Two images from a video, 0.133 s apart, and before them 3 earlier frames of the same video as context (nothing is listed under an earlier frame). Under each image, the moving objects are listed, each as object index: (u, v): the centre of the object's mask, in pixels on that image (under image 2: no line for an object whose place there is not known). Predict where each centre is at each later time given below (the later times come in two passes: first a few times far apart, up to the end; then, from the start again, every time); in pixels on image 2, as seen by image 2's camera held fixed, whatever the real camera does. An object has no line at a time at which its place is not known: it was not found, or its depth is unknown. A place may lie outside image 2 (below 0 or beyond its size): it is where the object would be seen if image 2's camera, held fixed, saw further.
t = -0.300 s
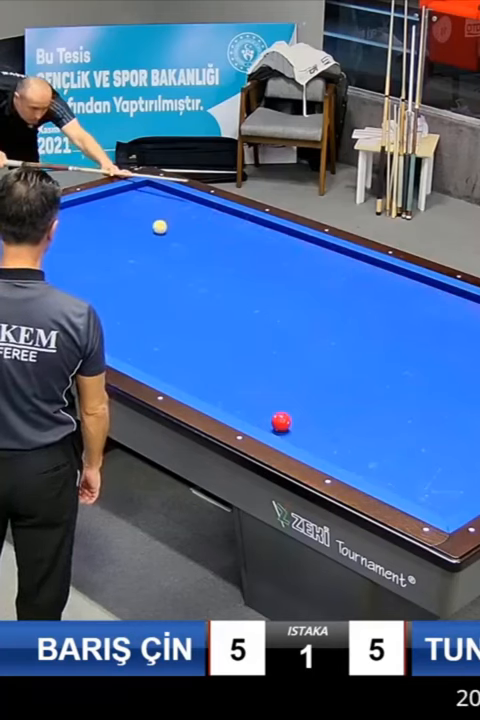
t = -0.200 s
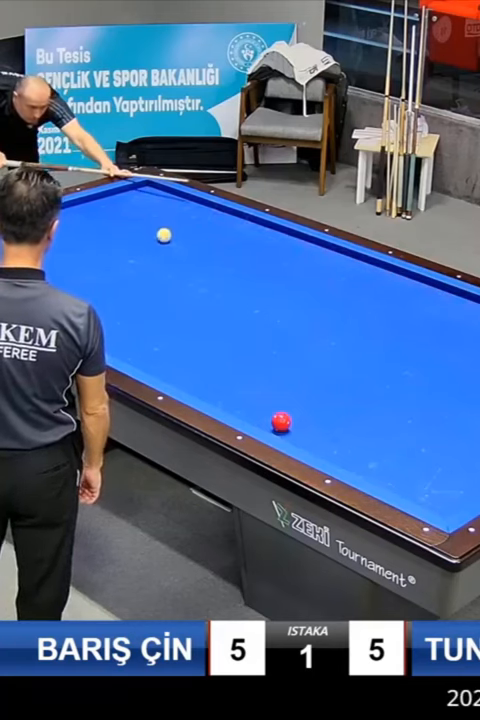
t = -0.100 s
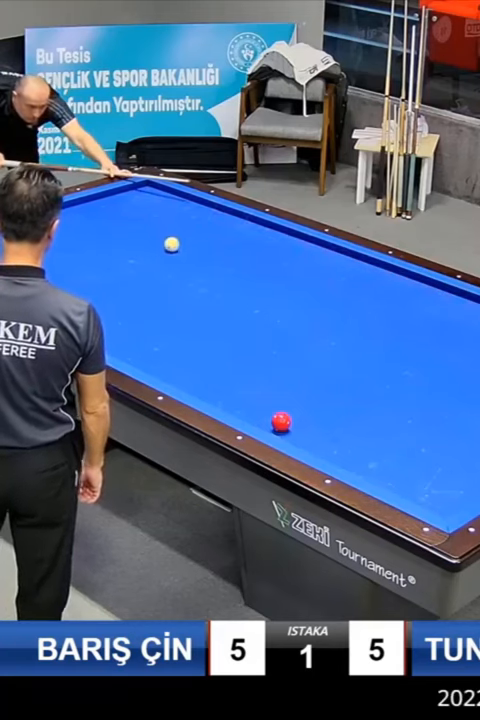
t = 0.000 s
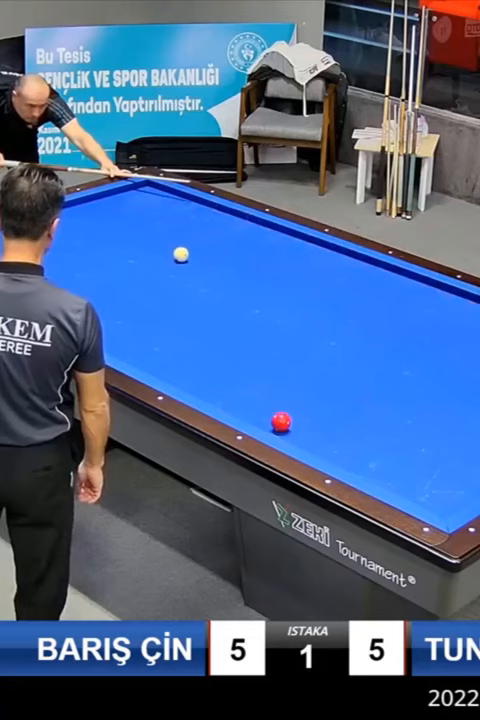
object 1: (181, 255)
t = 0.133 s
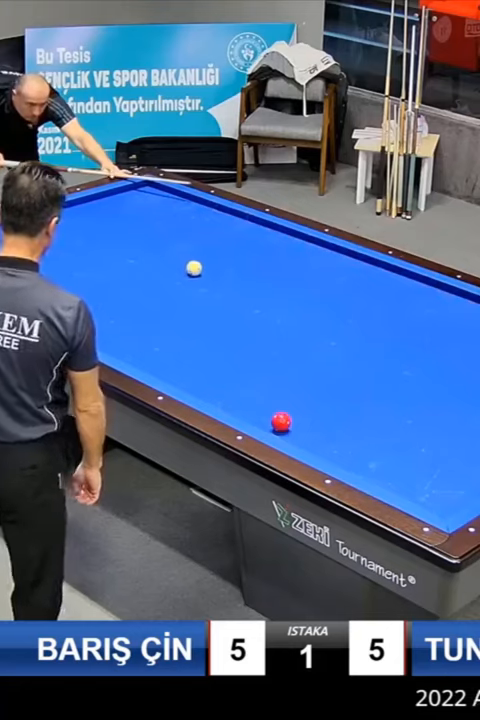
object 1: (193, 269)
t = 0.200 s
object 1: (201, 276)
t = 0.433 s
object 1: (226, 302)
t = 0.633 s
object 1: (249, 327)
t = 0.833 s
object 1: (275, 353)
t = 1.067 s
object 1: (307, 387)
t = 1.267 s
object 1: (337, 418)
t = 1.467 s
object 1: (370, 452)
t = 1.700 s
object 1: (413, 493)
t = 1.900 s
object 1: (439, 505)
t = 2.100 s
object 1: (409, 494)
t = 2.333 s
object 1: (384, 481)
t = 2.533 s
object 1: (365, 471)
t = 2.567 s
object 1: (363, 470)
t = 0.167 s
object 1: (197, 272)
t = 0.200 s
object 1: (201, 276)
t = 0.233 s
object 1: (204, 279)
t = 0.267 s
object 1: (208, 283)
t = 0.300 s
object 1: (211, 287)
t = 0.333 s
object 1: (215, 290)
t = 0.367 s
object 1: (218, 294)
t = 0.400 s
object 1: (222, 298)
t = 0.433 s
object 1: (226, 302)
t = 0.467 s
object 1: (230, 306)
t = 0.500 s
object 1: (234, 310)
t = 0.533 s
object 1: (237, 314)
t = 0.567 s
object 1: (241, 318)
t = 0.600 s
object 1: (245, 323)
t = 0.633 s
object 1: (249, 327)
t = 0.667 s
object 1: (254, 331)
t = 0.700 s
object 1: (258, 336)
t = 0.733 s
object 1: (262, 340)
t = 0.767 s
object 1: (266, 344)
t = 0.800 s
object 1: (271, 349)
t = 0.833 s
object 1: (275, 353)
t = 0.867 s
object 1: (279, 358)
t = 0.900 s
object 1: (284, 363)
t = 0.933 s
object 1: (288, 368)
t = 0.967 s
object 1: (293, 372)
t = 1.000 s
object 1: (298, 377)
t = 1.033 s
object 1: (302, 382)
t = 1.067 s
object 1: (307, 387)
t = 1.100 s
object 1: (312, 392)
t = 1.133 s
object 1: (317, 397)
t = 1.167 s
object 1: (322, 402)
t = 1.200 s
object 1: (327, 407)
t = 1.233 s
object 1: (332, 413)
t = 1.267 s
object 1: (337, 418)
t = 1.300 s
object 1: (343, 423)
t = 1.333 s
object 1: (348, 429)
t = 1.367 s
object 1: (354, 434)
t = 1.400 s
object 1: (359, 440)
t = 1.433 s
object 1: (365, 446)
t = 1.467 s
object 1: (370, 452)
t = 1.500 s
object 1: (376, 458)
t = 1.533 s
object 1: (382, 463)
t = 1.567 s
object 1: (388, 469)
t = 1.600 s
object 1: (394, 476)
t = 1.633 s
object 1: (400, 482)
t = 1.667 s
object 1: (406, 487)
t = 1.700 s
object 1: (413, 493)
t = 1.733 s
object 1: (419, 498)
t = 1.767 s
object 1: (427, 502)
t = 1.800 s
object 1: (437, 505)
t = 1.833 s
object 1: (446, 507)
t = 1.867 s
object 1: (445, 507)
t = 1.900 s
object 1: (439, 505)
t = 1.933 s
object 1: (432, 502)
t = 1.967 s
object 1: (427, 500)
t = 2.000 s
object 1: (421, 498)
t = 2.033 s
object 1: (417, 496)
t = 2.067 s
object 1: (413, 495)
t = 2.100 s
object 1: (409, 494)
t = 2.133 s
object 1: (405, 492)
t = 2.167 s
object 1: (401, 490)
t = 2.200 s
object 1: (398, 488)
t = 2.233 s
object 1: (394, 487)
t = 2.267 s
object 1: (391, 485)
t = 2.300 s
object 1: (388, 483)
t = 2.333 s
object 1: (384, 481)
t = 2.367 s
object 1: (381, 479)
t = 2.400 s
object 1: (378, 478)
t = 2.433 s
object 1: (375, 476)
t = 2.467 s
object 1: (372, 474)
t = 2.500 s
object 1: (368, 473)
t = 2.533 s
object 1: (365, 471)
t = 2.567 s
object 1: (363, 470)
